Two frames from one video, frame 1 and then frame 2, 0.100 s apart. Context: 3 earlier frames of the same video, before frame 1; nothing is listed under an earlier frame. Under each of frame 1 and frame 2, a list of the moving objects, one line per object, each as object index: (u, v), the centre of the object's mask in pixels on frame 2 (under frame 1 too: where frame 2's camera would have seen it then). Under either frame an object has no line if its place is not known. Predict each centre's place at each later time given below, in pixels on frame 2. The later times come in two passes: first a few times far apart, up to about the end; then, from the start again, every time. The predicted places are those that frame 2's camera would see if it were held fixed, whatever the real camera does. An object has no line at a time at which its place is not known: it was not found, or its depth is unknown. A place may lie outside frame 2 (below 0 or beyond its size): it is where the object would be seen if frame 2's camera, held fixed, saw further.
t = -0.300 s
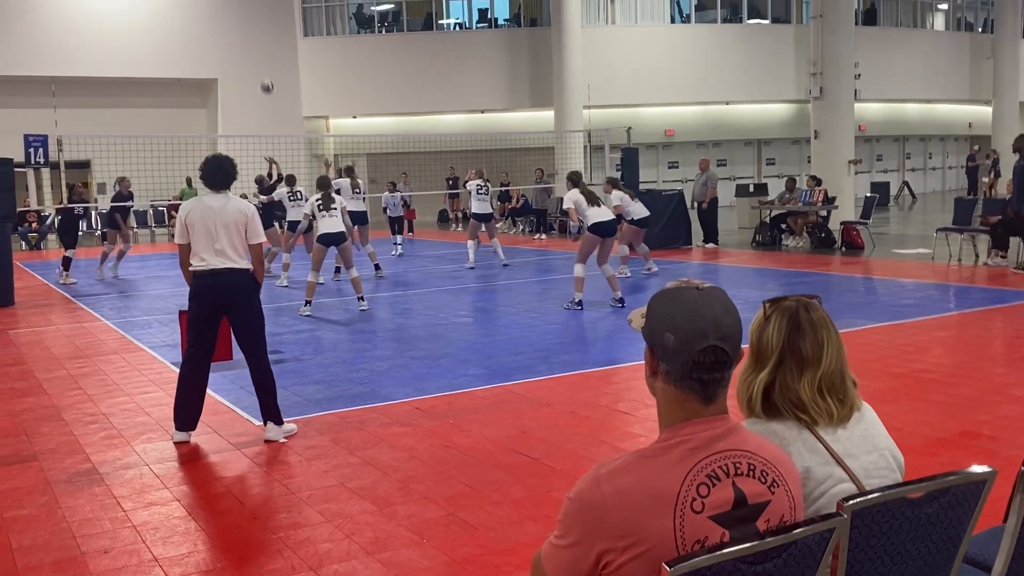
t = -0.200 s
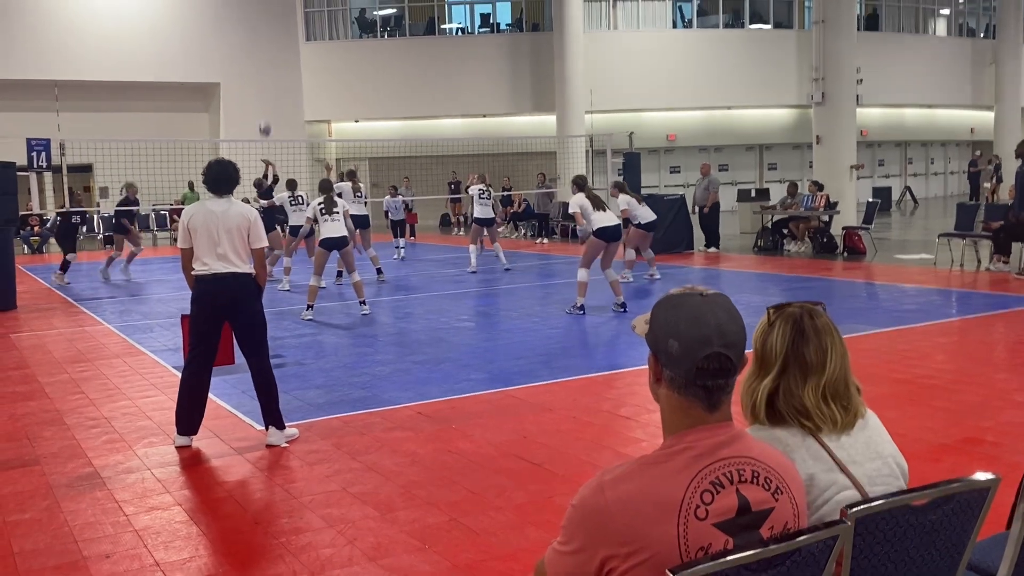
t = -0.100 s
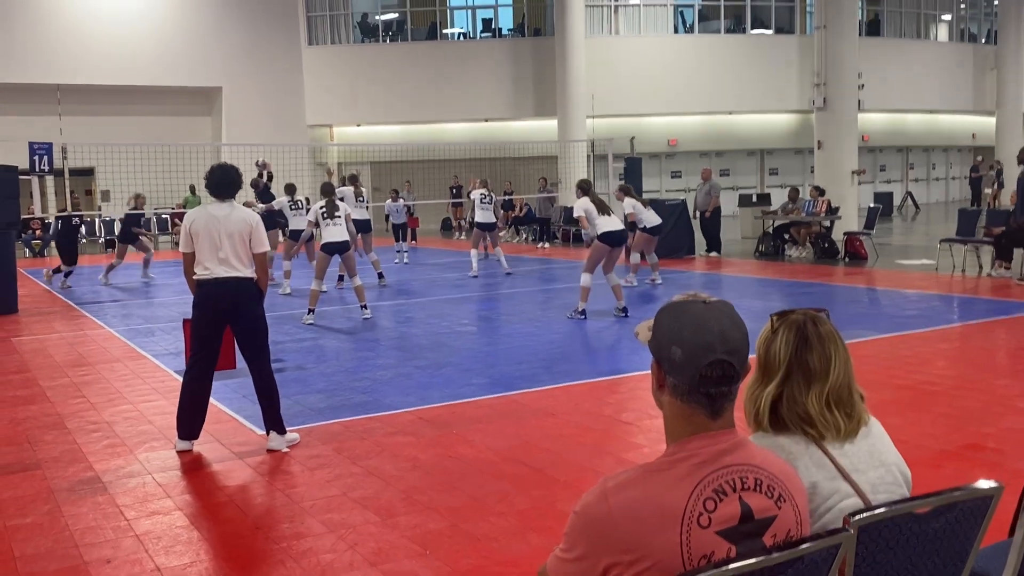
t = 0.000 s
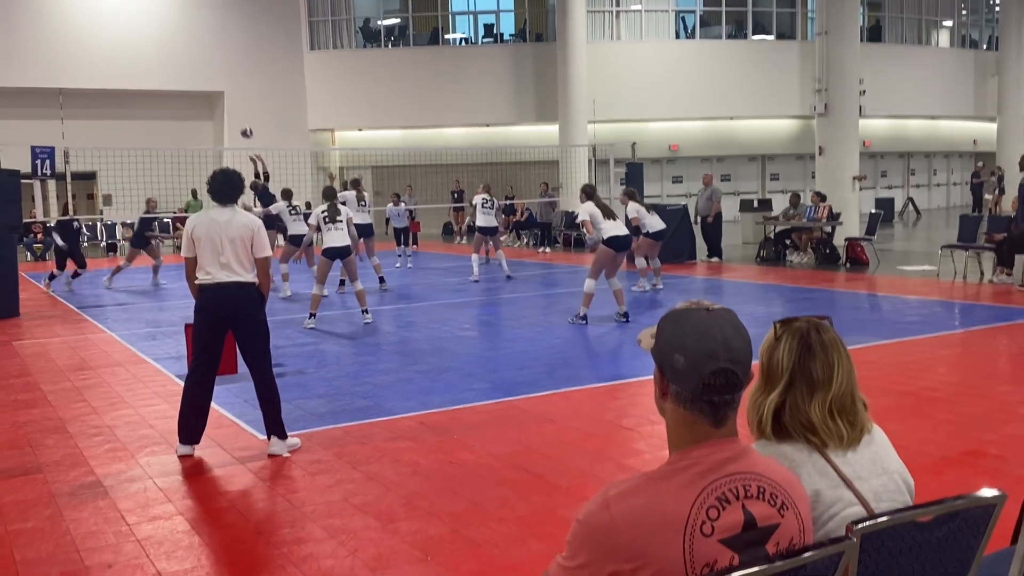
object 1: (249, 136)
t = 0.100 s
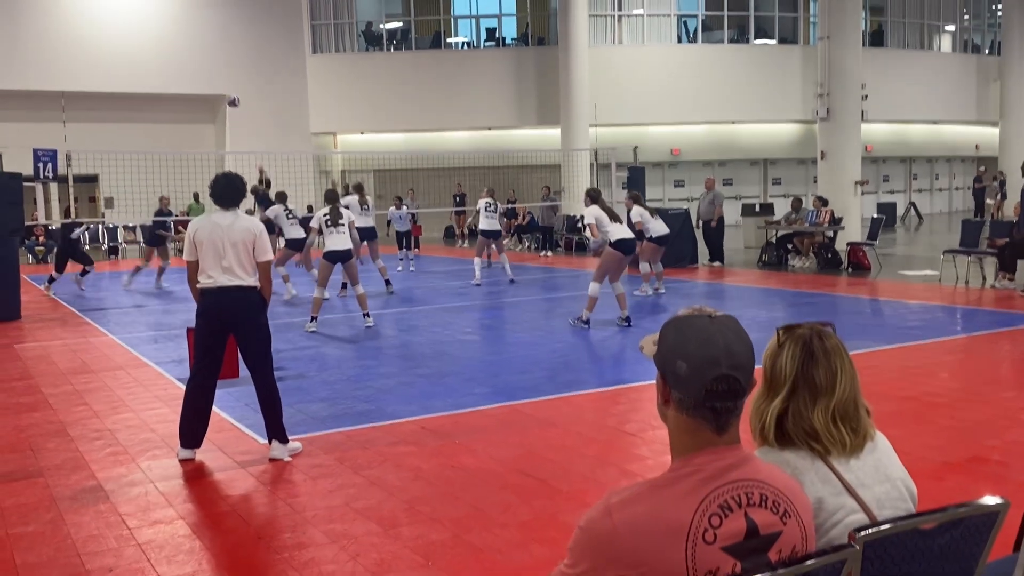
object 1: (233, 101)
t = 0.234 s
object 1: (212, 65)
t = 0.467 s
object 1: (180, 26)
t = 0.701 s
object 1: (150, 22)
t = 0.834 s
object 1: (134, 36)
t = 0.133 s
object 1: (227, 91)
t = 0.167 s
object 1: (222, 81)
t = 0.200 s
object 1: (217, 73)
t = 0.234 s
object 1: (212, 65)
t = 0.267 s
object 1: (208, 57)
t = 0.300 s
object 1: (203, 50)
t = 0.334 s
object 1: (198, 44)
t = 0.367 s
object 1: (193, 39)
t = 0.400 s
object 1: (189, 34)
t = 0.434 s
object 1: (184, 30)
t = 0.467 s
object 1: (180, 26)
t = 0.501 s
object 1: (175, 23)
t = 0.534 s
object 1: (171, 21)
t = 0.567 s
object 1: (167, 20)
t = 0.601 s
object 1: (162, 19)
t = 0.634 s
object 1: (158, 20)
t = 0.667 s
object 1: (154, 21)
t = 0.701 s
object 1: (150, 22)
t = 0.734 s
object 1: (146, 25)
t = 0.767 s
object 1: (142, 28)
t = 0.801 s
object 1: (138, 31)
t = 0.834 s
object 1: (134, 36)
